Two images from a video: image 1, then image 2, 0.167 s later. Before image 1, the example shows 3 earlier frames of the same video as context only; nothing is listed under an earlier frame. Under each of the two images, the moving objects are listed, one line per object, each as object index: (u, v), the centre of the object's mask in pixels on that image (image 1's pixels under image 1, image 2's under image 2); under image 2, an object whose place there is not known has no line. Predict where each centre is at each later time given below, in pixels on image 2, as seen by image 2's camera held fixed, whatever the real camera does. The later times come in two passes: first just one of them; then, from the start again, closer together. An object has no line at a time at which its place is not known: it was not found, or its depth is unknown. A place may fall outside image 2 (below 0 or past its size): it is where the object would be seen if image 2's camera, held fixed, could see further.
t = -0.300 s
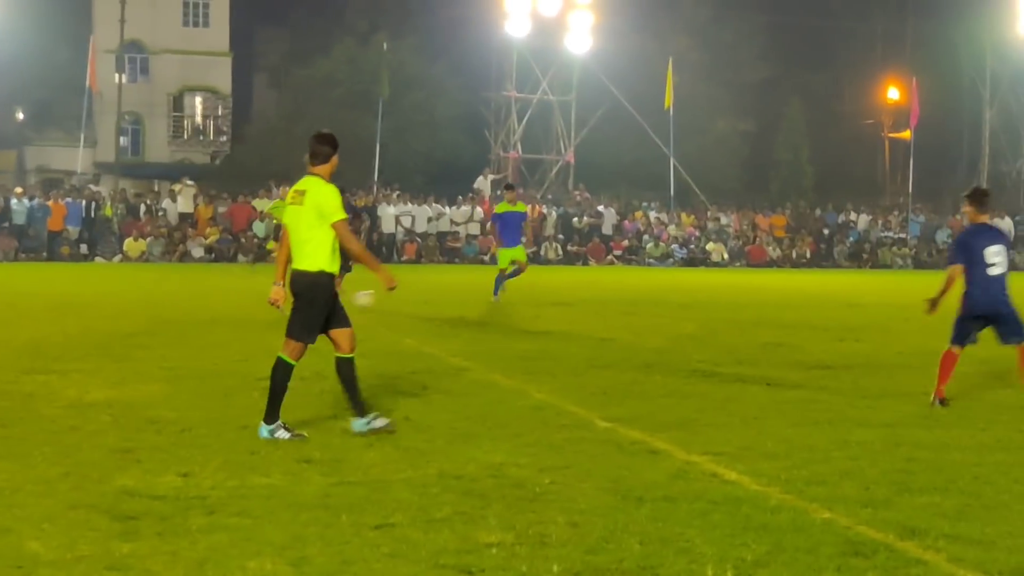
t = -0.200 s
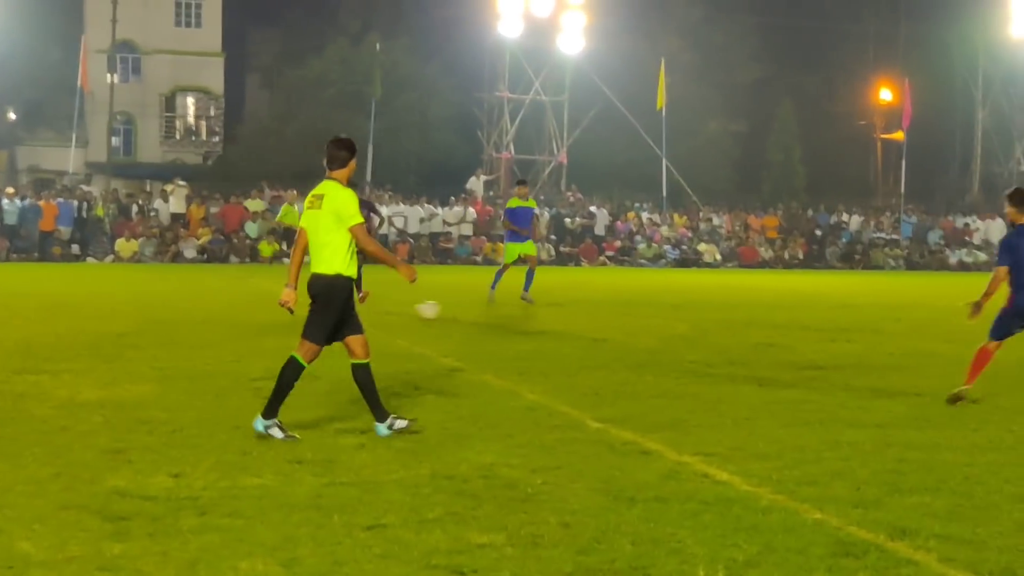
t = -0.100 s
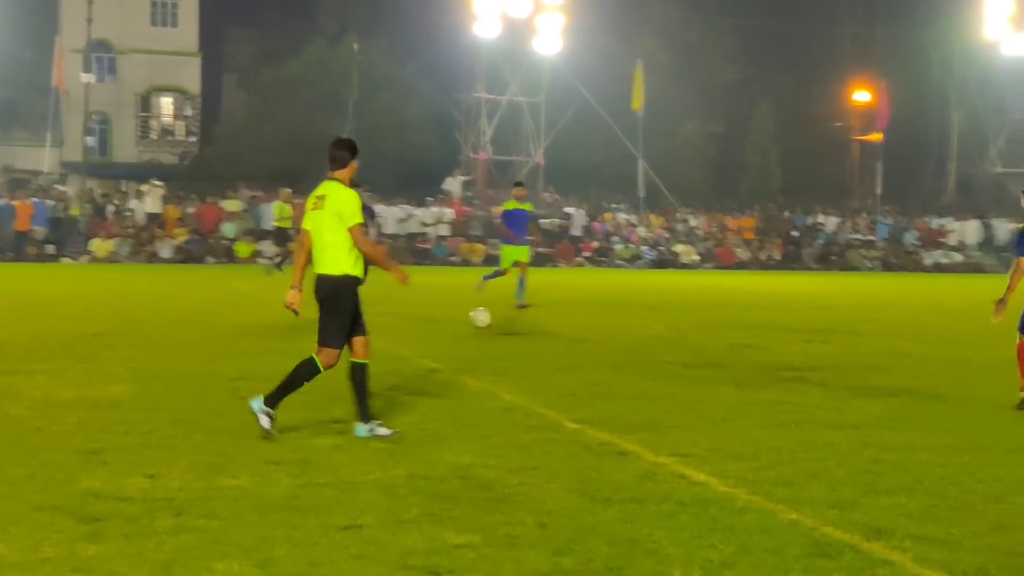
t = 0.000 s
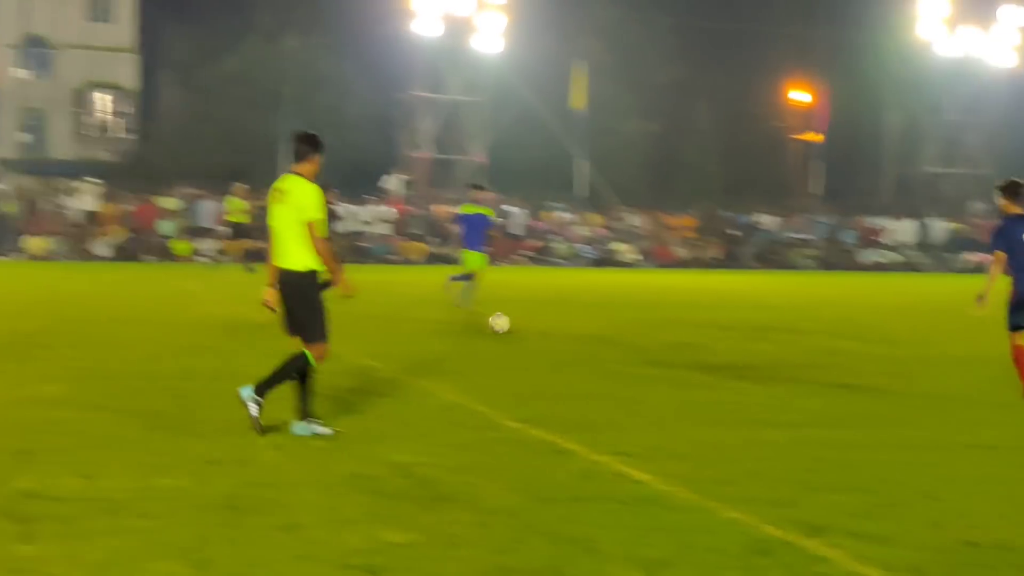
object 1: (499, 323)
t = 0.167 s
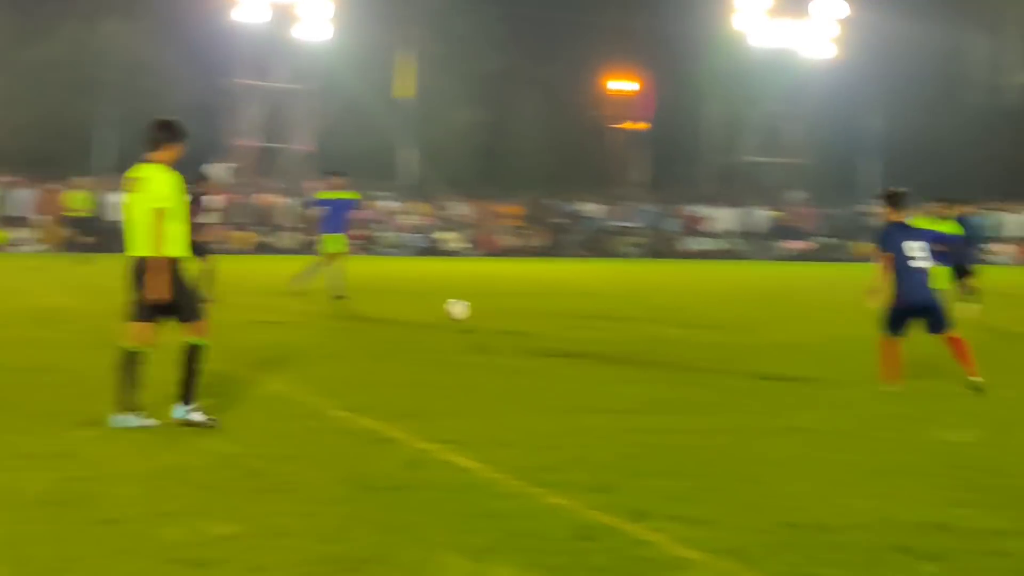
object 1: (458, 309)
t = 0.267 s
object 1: (538, 314)
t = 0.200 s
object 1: (484, 310)
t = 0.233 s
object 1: (511, 312)
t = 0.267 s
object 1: (538, 314)
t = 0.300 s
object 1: (567, 318)
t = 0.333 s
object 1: (597, 324)
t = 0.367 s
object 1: (628, 331)
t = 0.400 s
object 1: (658, 340)
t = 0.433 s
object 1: (689, 350)
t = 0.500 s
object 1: (738, 342)
